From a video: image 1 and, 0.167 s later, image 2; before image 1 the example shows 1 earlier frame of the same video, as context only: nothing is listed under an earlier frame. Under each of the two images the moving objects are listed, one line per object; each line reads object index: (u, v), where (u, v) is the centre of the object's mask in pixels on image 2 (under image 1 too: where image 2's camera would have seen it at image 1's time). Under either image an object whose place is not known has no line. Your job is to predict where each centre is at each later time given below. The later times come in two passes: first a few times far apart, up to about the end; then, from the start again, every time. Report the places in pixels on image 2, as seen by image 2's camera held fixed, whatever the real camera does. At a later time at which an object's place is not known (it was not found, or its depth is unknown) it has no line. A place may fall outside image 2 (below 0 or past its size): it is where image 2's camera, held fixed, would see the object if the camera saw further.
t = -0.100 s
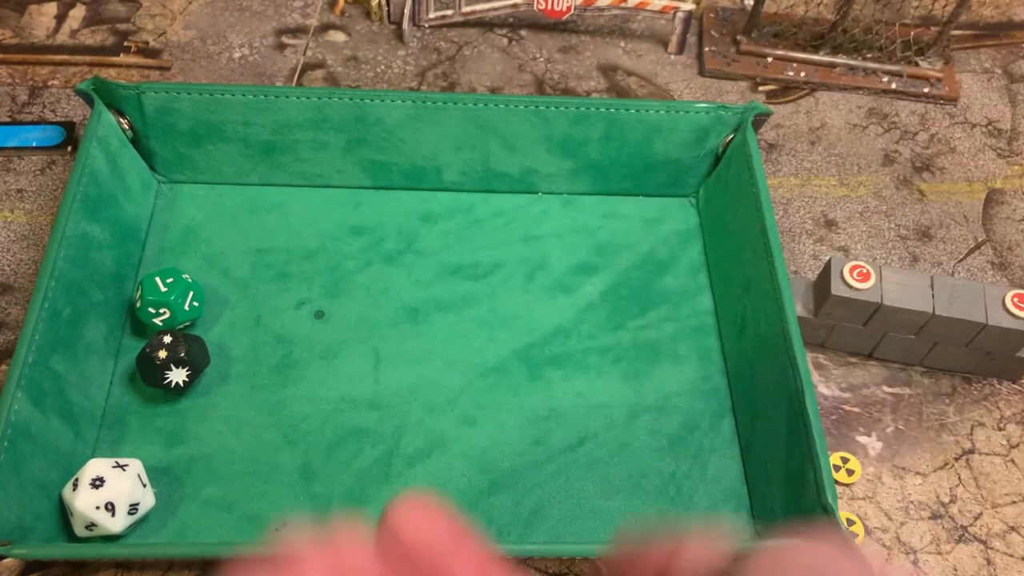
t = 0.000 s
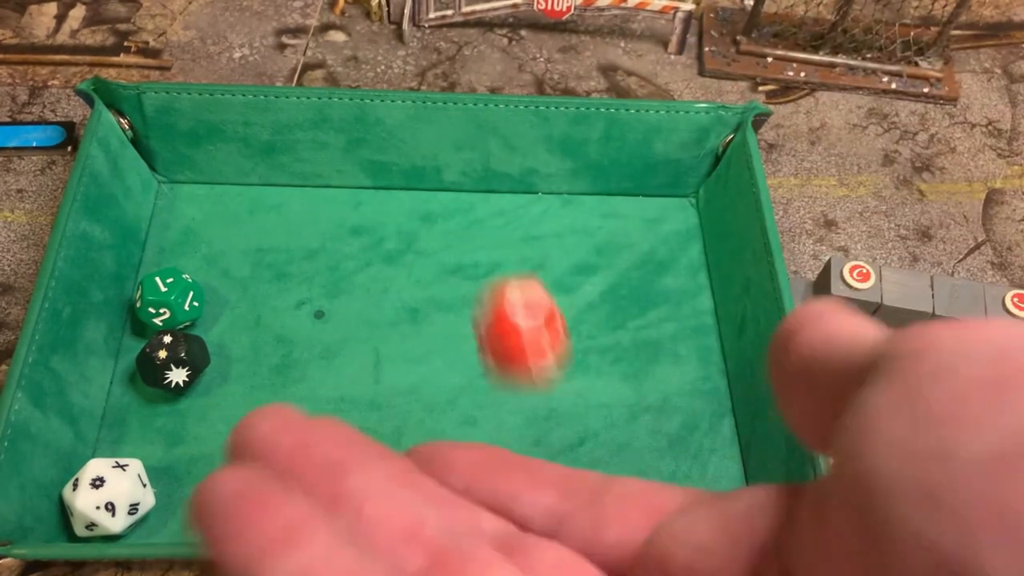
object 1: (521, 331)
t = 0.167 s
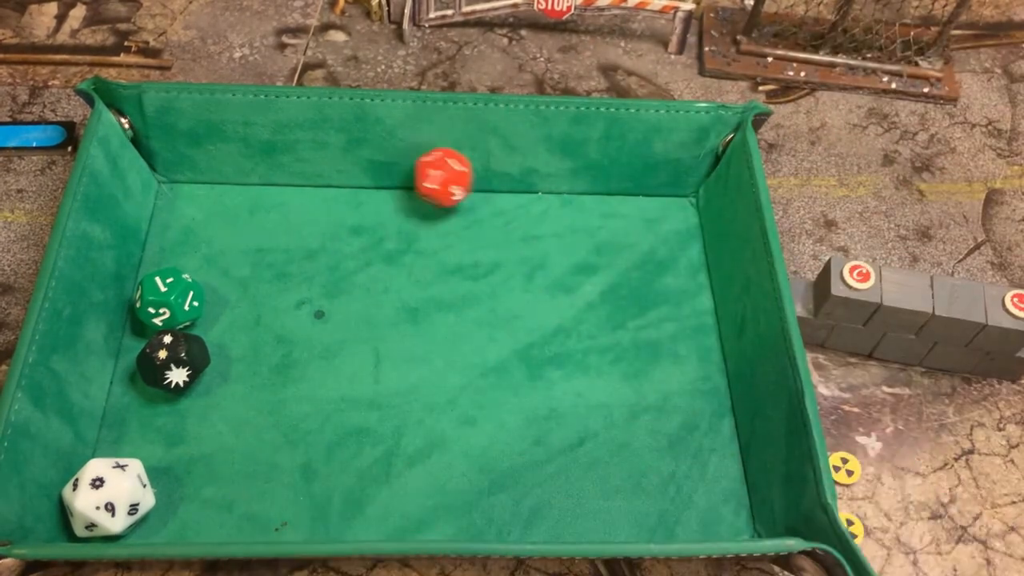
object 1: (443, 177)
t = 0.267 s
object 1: (410, 214)
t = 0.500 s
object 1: (419, 236)
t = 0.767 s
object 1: (431, 235)
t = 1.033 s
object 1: (432, 235)
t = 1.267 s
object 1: (432, 236)
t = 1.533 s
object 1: (432, 235)
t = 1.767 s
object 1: (432, 235)
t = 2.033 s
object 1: (432, 235)
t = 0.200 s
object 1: (430, 188)
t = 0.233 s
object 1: (418, 204)
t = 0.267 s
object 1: (410, 214)
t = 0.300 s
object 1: (408, 221)
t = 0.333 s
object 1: (410, 227)
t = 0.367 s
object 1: (412, 232)
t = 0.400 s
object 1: (414, 234)
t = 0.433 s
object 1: (416, 235)
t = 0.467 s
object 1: (417, 236)
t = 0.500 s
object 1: (419, 236)
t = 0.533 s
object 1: (424, 236)
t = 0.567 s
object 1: (433, 236)
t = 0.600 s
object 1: (441, 233)
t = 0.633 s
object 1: (443, 233)
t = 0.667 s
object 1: (440, 233)
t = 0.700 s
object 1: (432, 236)
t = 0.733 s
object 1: (428, 235)
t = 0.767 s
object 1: (431, 235)
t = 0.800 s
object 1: (436, 235)
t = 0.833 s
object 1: (434, 235)
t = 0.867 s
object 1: (430, 235)
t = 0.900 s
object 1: (433, 235)
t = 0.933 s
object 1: (433, 235)
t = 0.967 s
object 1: (432, 235)
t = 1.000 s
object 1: (433, 235)
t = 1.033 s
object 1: (432, 235)
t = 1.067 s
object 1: (432, 235)
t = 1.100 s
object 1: (432, 235)
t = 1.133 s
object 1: (432, 235)
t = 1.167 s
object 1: (432, 235)
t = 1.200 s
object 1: (432, 235)
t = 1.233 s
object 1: (432, 235)
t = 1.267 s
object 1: (432, 236)
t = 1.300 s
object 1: (432, 235)
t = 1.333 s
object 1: (432, 235)
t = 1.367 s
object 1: (432, 235)
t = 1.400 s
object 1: (432, 235)
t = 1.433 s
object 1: (432, 235)
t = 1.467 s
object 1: (432, 235)
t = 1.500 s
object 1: (432, 235)
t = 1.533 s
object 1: (432, 235)
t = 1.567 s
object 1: (432, 235)
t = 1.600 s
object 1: (432, 235)
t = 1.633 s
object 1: (432, 235)
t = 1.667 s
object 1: (432, 235)
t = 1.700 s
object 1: (432, 235)
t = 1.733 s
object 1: (432, 235)
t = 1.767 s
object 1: (432, 235)
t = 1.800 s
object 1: (432, 235)
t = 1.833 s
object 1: (432, 235)
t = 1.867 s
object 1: (432, 235)
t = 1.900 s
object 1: (432, 235)
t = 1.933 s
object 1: (432, 235)
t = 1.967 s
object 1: (432, 235)
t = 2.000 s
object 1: (432, 235)
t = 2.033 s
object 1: (432, 235)
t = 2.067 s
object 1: (432, 235)
